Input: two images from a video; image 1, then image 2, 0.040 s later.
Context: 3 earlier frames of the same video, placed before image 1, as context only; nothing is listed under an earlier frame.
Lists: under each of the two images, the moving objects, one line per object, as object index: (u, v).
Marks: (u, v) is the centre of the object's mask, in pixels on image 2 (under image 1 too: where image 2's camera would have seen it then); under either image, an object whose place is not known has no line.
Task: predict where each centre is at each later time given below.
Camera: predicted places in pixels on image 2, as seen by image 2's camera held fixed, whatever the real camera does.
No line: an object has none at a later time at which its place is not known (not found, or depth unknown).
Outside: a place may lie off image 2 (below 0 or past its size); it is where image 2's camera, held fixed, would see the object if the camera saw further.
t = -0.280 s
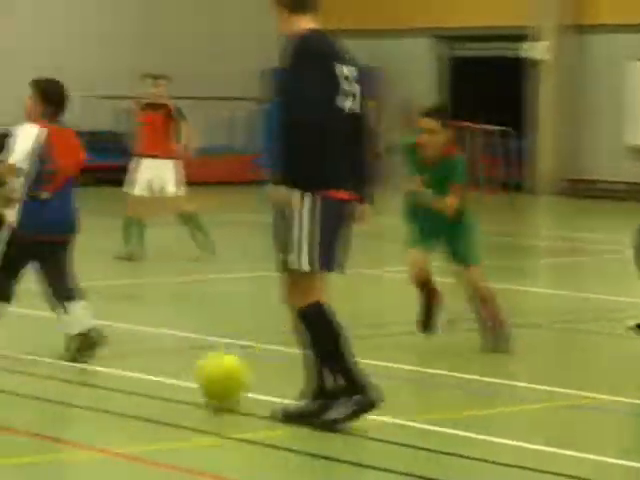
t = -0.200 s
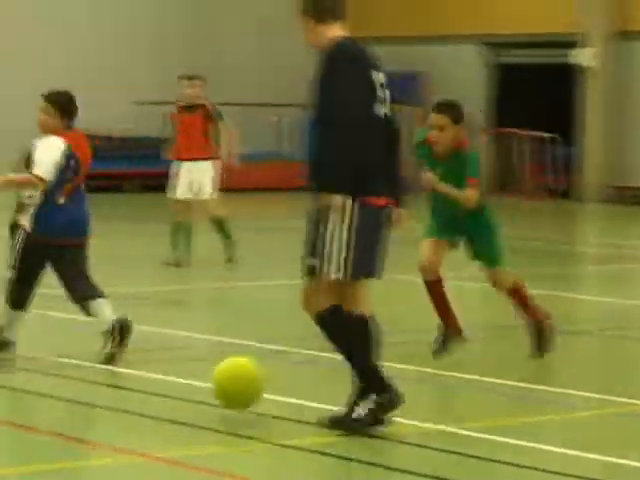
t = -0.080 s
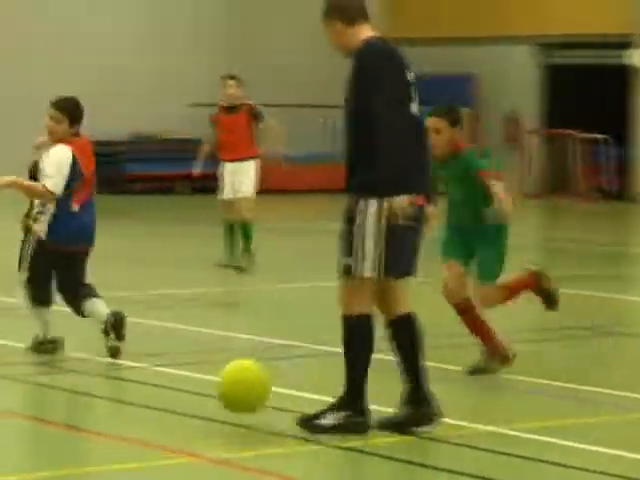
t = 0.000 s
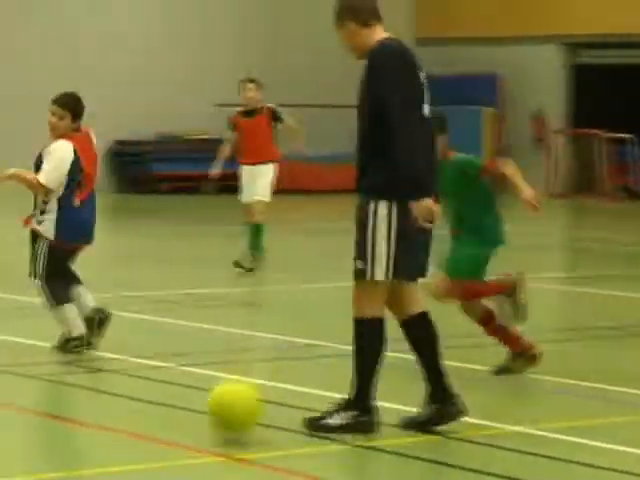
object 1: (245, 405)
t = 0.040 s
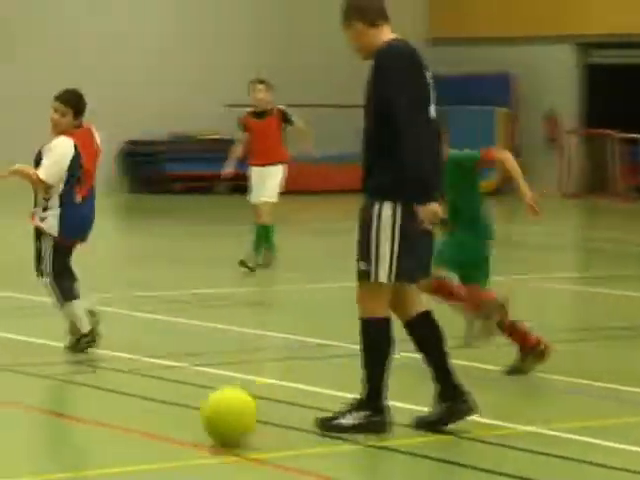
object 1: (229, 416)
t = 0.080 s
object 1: (211, 410)
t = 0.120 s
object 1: (193, 408)
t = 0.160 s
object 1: (181, 413)
